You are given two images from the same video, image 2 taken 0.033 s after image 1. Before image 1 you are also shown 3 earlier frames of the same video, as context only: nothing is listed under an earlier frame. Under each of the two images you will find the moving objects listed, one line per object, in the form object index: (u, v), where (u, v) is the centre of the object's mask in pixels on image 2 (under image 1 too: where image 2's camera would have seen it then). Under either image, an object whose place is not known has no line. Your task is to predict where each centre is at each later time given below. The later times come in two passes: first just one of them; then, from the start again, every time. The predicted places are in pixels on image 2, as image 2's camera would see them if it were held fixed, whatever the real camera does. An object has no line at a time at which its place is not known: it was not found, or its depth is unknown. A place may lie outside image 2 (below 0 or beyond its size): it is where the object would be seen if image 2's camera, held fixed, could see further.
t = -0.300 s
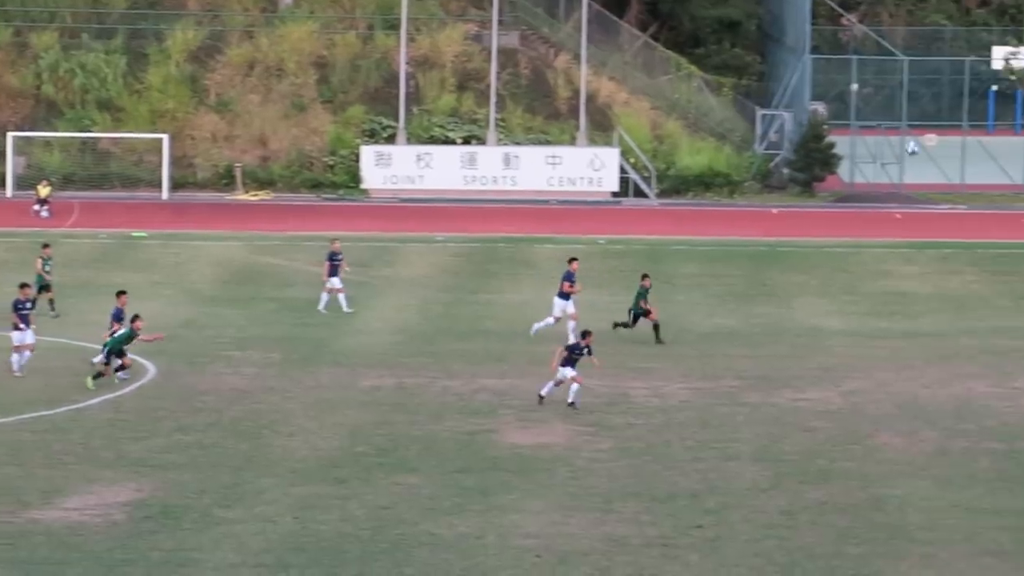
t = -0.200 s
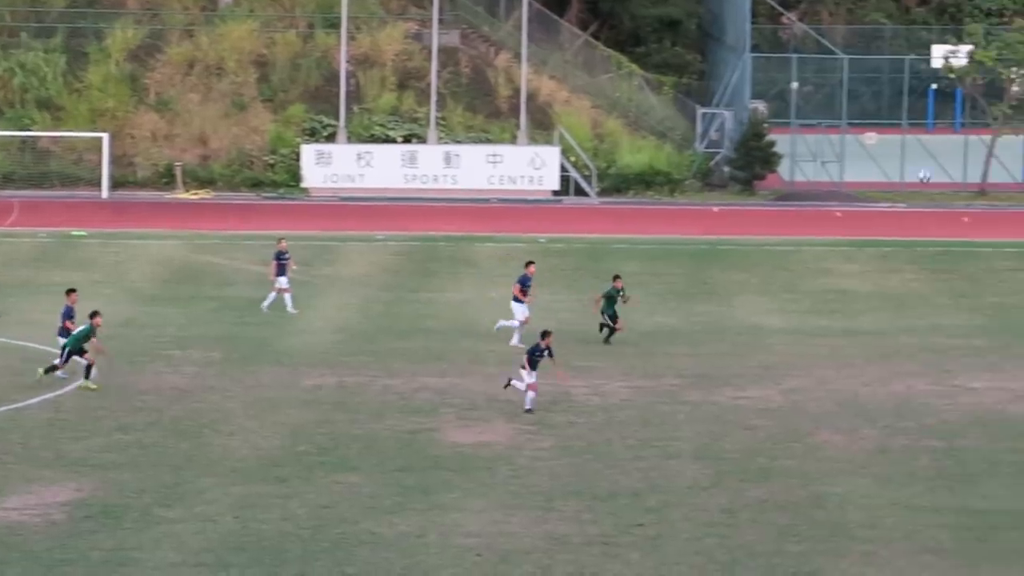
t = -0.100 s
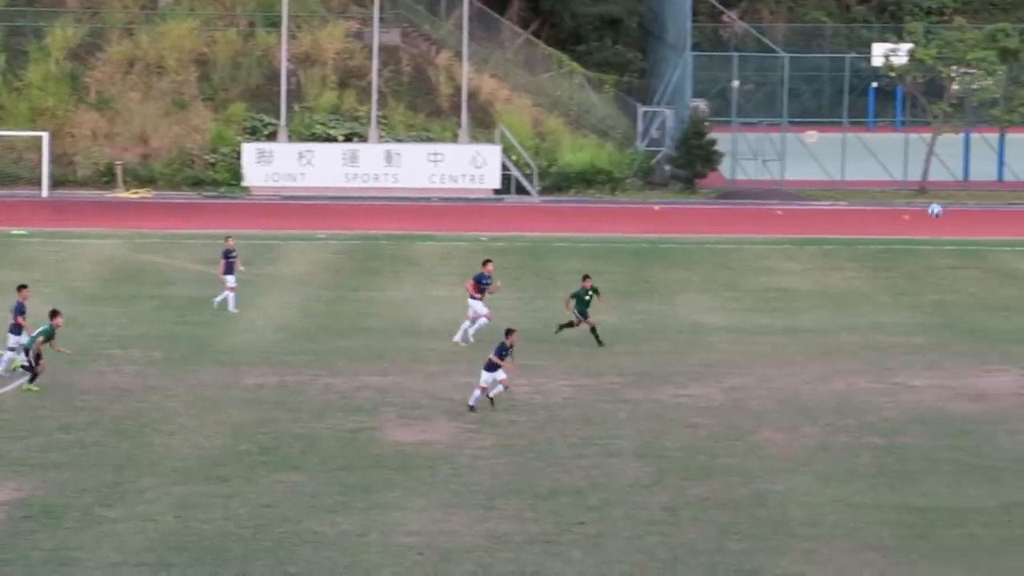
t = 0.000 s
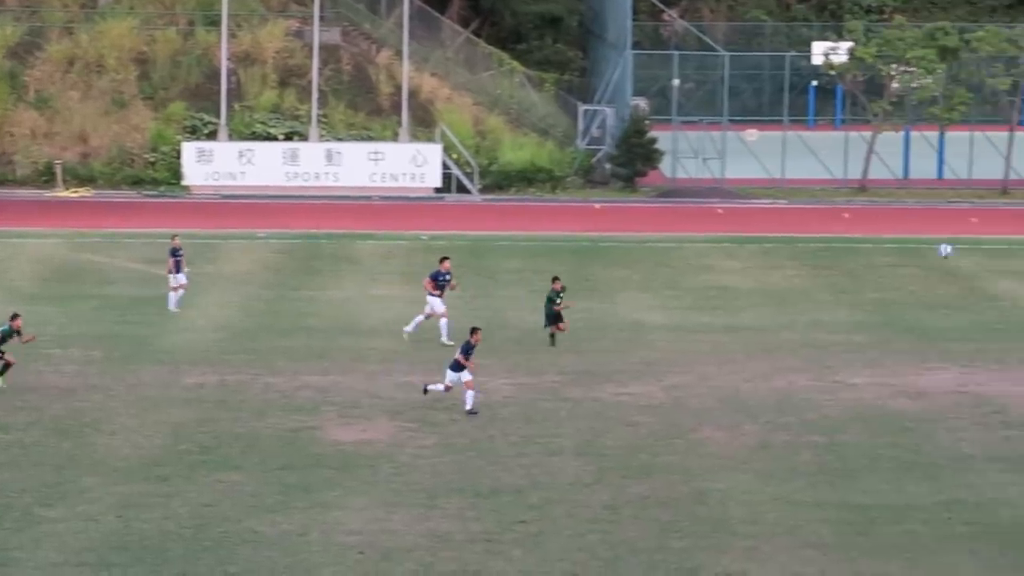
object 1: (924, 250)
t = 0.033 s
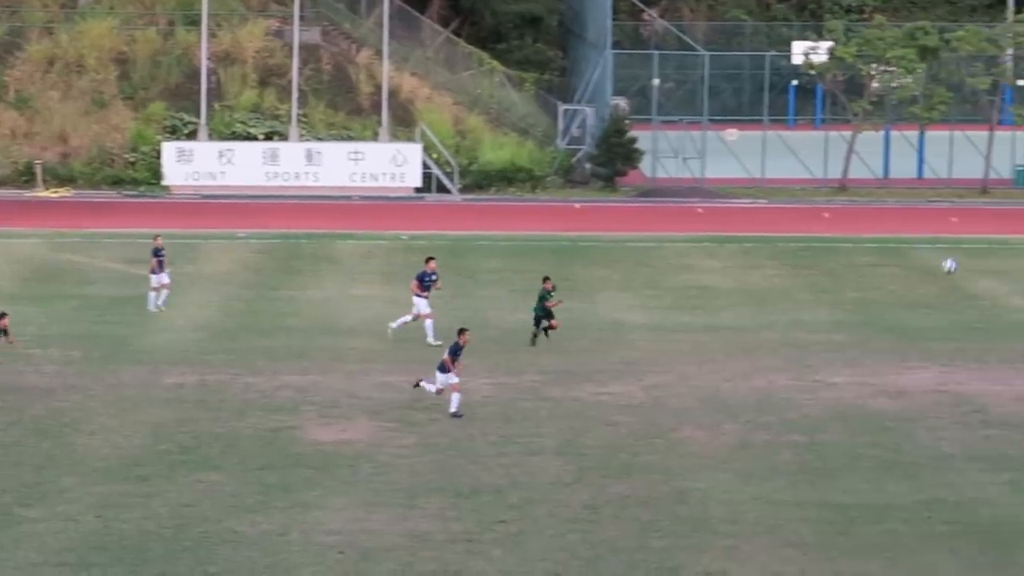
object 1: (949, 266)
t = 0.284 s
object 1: (1126, 409)
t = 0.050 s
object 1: (960, 274)
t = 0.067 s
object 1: (972, 282)
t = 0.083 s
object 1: (984, 290)
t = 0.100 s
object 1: (995, 299)
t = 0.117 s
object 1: (1006, 307)
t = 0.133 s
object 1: (1019, 316)
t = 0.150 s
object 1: (1031, 325)
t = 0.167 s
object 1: (1043, 335)
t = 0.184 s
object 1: (1055, 344)
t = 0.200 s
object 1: (1066, 354)
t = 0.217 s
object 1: (1078, 365)
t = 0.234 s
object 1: (1090, 376)
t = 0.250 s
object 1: (1102, 385)
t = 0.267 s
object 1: (1114, 397)
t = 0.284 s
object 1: (1126, 409)
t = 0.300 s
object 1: (1137, 419)
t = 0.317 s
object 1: (1150, 431)
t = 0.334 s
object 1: (1161, 442)
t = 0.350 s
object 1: (1174, 455)
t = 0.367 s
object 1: (1186, 467)
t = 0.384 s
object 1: (1197, 480)
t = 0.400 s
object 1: (1207, 483)
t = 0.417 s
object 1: (1214, 473)
